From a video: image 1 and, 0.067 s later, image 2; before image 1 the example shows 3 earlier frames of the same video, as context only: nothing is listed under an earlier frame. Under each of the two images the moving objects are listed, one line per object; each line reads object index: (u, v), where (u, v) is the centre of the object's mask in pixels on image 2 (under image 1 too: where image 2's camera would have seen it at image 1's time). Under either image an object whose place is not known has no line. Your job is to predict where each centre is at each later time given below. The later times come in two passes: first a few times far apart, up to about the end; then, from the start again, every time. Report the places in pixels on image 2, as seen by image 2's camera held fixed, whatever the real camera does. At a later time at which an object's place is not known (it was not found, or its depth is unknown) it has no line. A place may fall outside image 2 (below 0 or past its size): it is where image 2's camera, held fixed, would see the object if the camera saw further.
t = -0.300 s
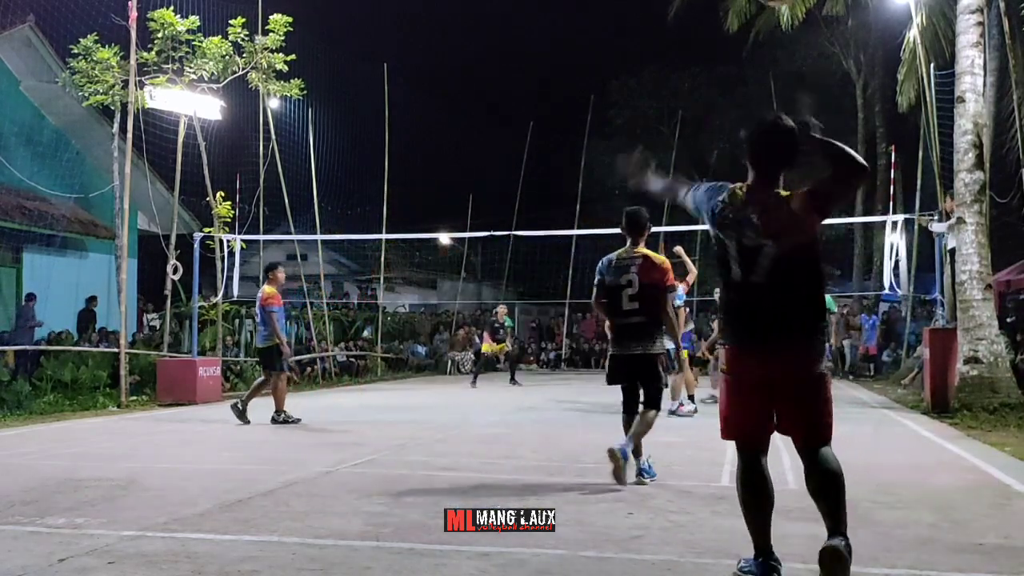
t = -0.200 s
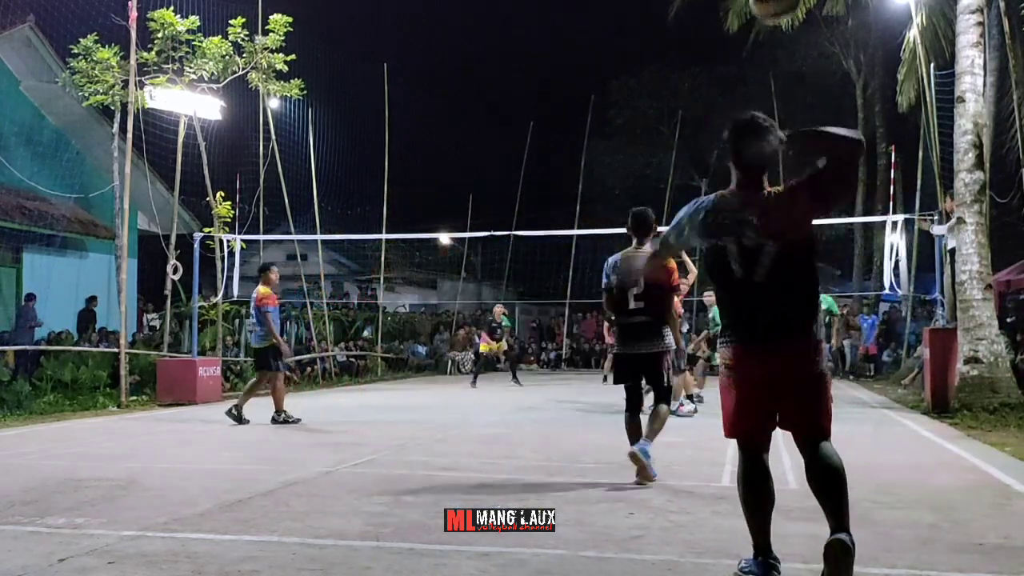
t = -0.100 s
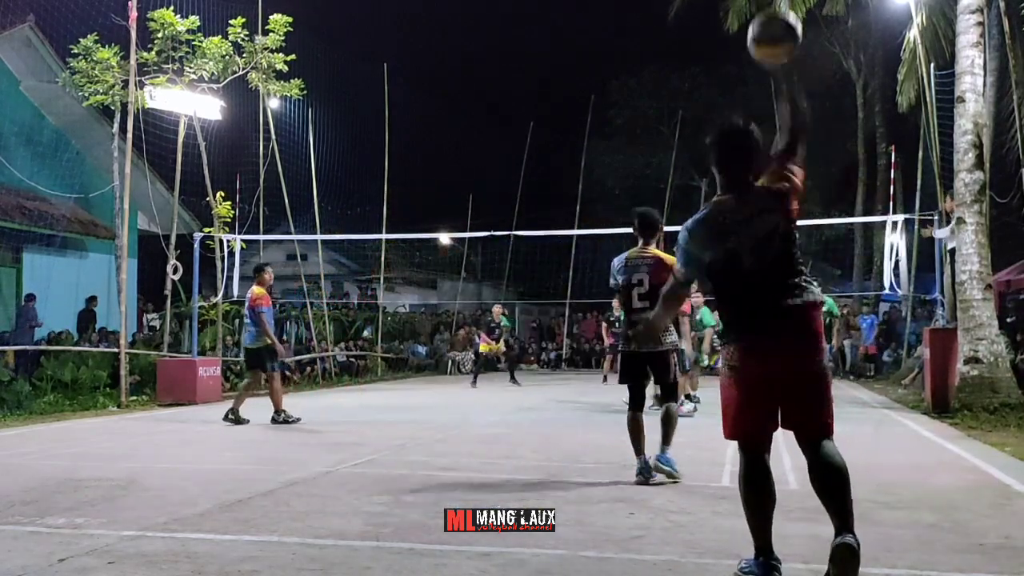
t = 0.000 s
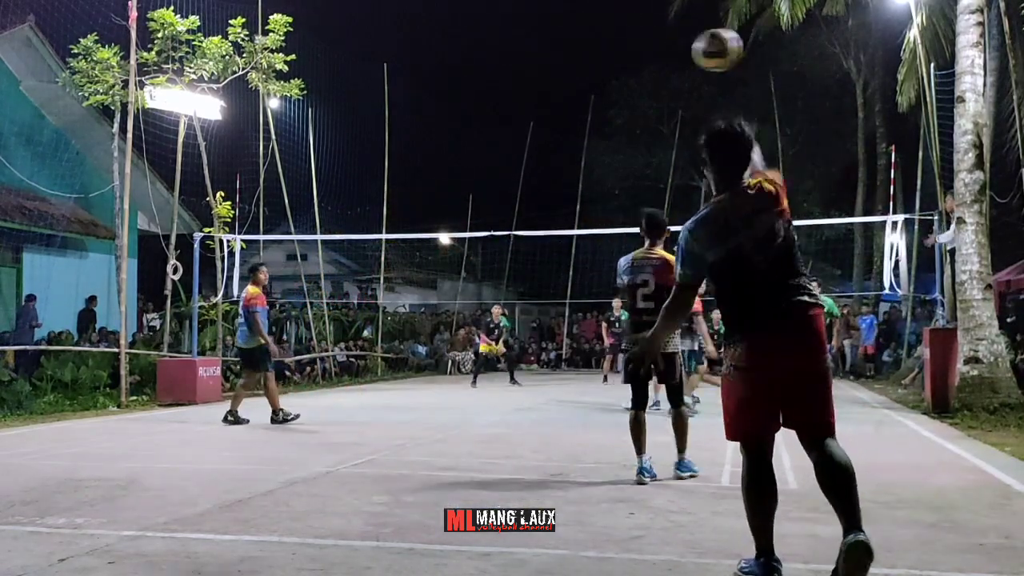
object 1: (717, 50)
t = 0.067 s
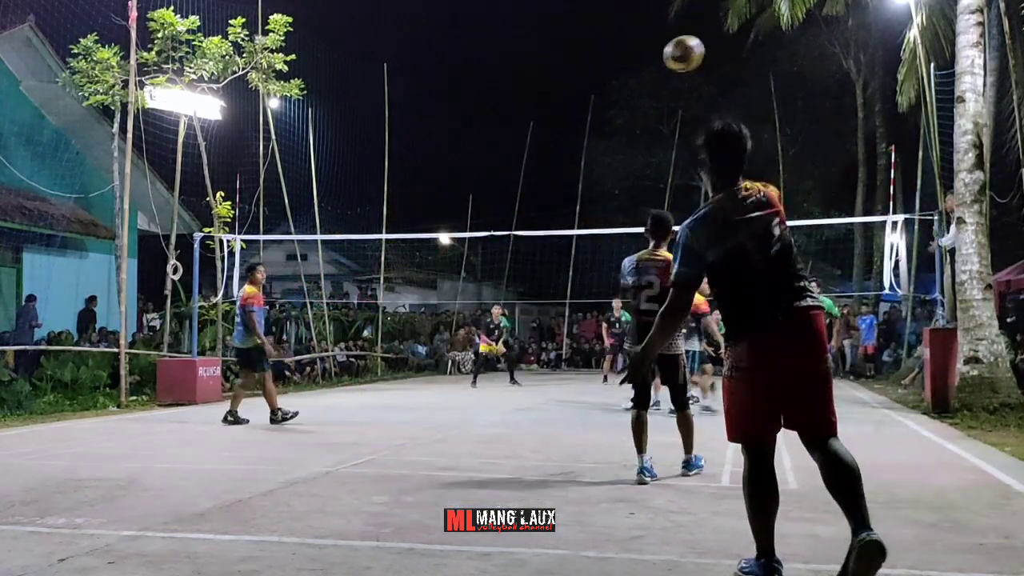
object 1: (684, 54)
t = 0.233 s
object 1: (633, 76)
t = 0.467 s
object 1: (596, 118)
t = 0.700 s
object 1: (582, 170)
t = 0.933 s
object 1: (573, 232)
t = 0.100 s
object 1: (671, 57)
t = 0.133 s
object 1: (659, 61)
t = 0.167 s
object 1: (649, 66)
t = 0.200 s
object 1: (640, 71)
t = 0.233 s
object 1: (633, 76)
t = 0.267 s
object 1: (626, 81)
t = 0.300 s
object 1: (619, 87)
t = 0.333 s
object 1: (614, 92)
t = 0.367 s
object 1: (608, 98)
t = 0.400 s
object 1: (604, 105)
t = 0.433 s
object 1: (600, 111)
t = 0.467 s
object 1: (596, 118)
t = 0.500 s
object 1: (593, 125)
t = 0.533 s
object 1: (591, 132)
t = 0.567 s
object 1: (588, 139)
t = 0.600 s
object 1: (586, 147)
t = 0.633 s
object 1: (584, 155)
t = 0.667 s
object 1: (583, 162)
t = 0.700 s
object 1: (582, 170)
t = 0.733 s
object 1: (580, 178)
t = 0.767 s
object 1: (579, 187)
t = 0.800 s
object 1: (578, 195)
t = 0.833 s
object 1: (577, 204)
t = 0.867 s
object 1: (575, 213)
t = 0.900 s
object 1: (574, 223)
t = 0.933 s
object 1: (573, 232)
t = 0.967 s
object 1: (570, 252)
